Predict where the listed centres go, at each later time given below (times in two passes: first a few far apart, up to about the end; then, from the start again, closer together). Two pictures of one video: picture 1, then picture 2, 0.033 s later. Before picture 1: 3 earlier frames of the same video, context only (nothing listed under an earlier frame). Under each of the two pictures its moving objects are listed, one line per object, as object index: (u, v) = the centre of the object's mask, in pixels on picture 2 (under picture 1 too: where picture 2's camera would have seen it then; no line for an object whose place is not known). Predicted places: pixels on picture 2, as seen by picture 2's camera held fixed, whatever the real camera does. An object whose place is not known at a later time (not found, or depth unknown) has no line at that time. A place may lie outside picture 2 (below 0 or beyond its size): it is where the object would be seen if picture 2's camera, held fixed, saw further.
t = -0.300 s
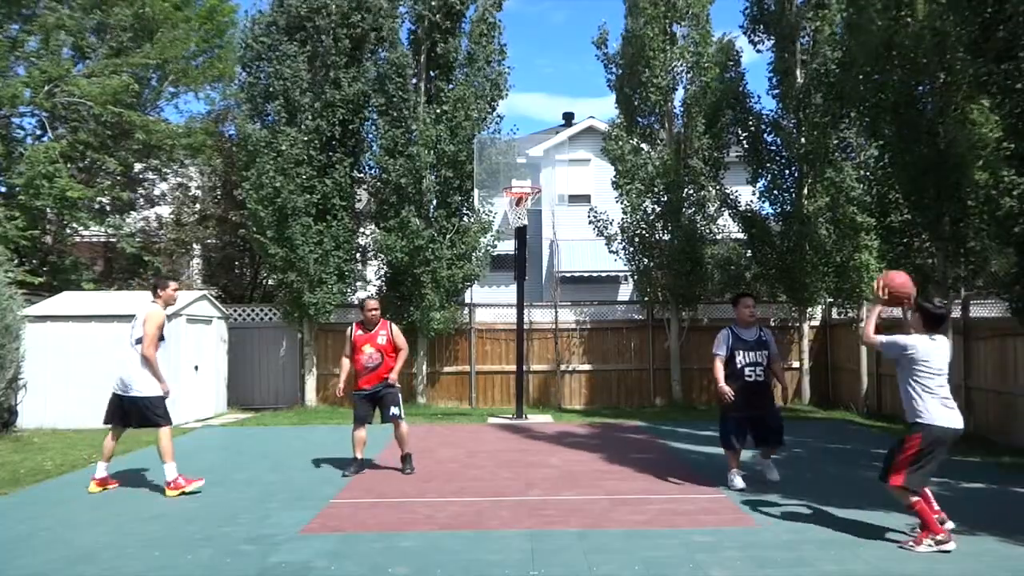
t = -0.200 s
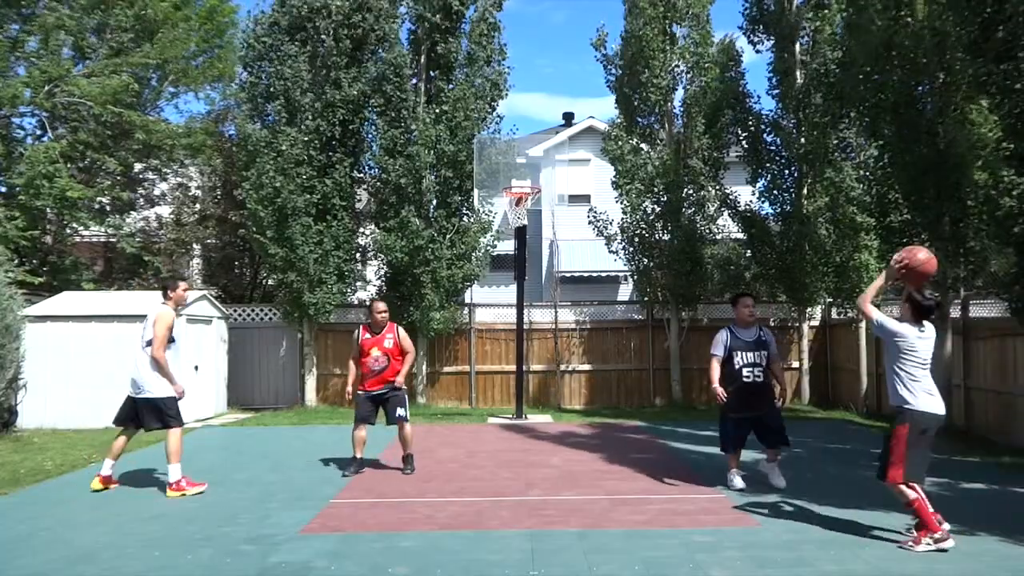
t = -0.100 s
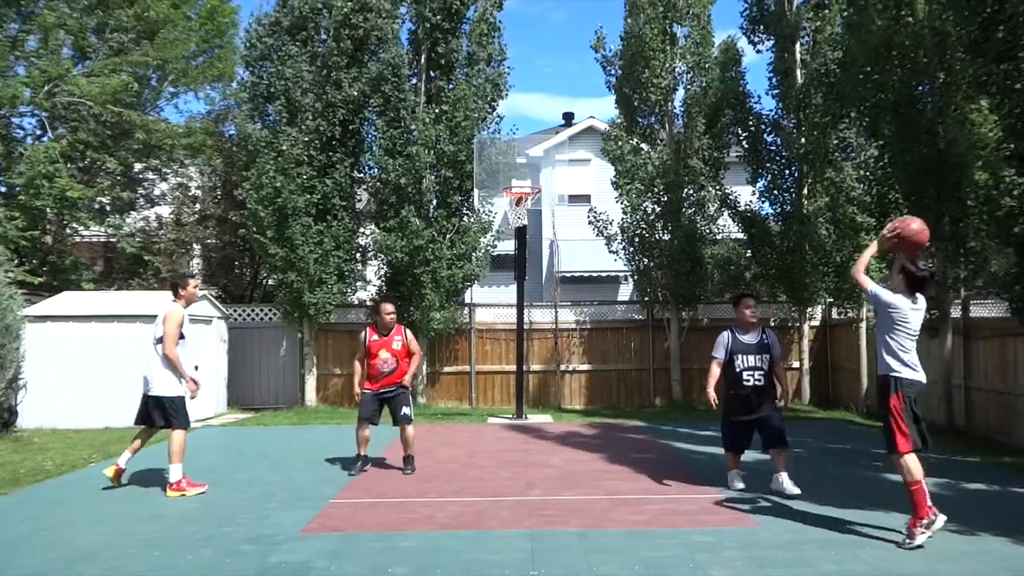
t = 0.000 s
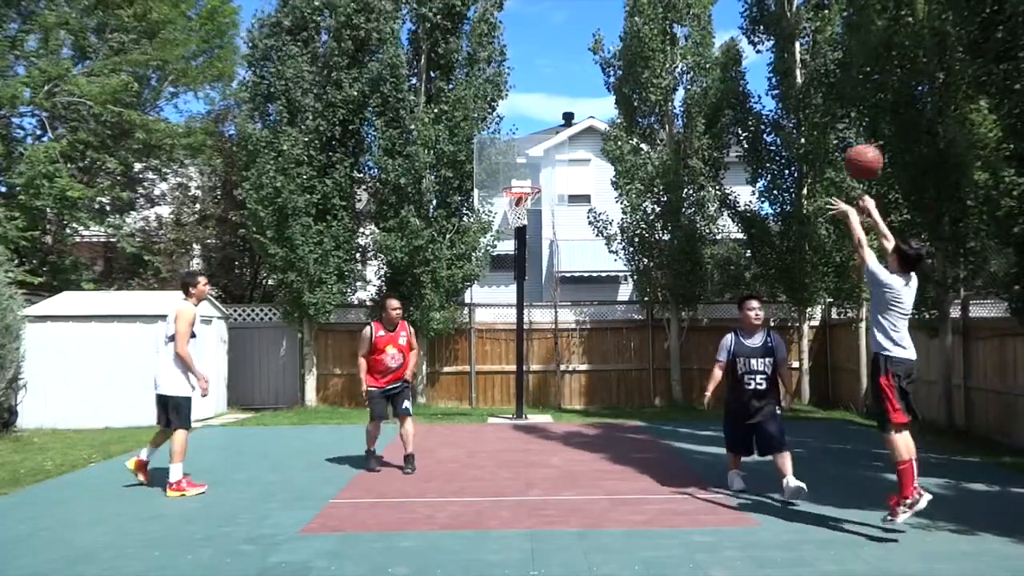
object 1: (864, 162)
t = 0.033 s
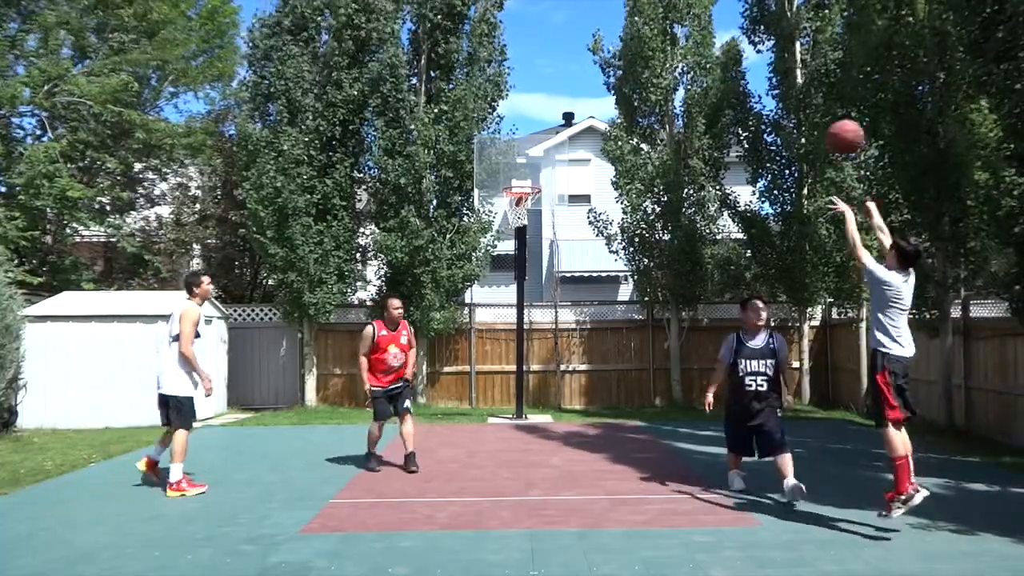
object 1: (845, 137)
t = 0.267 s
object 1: (739, 32)
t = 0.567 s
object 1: (647, 14)
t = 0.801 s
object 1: (594, 62)
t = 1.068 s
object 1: (549, 157)
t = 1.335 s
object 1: (592, 153)
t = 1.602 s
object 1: (660, 163)
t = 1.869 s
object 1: (727, 232)
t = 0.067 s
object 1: (827, 114)
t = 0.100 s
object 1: (812, 94)
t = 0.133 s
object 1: (795, 80)
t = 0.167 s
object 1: (780, 64)
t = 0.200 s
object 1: (766, 52)
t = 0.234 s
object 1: (753, 41)
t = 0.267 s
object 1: (739, 32)
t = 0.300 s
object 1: (727, 25)
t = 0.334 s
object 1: (715, 19)
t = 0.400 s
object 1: (692, 12)
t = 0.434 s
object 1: (683, 12)
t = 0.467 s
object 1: (674, 11)
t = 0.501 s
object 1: (668, 13)
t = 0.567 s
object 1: (647, 14)
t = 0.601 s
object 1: (639, 19)
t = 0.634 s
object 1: (630, 24)
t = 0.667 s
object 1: (623, 30)
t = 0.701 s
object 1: (615, 37)
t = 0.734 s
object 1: (608, 44)
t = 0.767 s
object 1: (601, 52)
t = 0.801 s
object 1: (594, 62)
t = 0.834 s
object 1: (589, 71)
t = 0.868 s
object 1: (582, 81)
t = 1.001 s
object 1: (559, 129)
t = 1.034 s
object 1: (554, 142)
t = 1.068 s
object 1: (549, 157)
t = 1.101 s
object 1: (544, 171)
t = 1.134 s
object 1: (543, 181)
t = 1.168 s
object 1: (550, 175)
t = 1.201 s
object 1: (559, 168)
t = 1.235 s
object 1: (567, 163)
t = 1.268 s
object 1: (575, 159)
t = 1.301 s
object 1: (583, 156)
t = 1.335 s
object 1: (592, 153)
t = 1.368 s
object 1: (600, 151)
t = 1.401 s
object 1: (609, 150)
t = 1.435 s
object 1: (617, 150)
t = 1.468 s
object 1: (624, 151)
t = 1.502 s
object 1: (630, 153)
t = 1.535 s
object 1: (643, 157)
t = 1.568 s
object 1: (651, 159)
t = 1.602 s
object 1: (660, 163)
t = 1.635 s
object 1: (668, 169)
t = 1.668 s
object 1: (677, 173)
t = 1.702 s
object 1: (686, 181)
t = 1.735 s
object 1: (694, 191)
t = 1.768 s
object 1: (703, 199)
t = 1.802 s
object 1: (711, 209)
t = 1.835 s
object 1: (721, 220)
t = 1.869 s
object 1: (727, 232)
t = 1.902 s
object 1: (738, 247)
